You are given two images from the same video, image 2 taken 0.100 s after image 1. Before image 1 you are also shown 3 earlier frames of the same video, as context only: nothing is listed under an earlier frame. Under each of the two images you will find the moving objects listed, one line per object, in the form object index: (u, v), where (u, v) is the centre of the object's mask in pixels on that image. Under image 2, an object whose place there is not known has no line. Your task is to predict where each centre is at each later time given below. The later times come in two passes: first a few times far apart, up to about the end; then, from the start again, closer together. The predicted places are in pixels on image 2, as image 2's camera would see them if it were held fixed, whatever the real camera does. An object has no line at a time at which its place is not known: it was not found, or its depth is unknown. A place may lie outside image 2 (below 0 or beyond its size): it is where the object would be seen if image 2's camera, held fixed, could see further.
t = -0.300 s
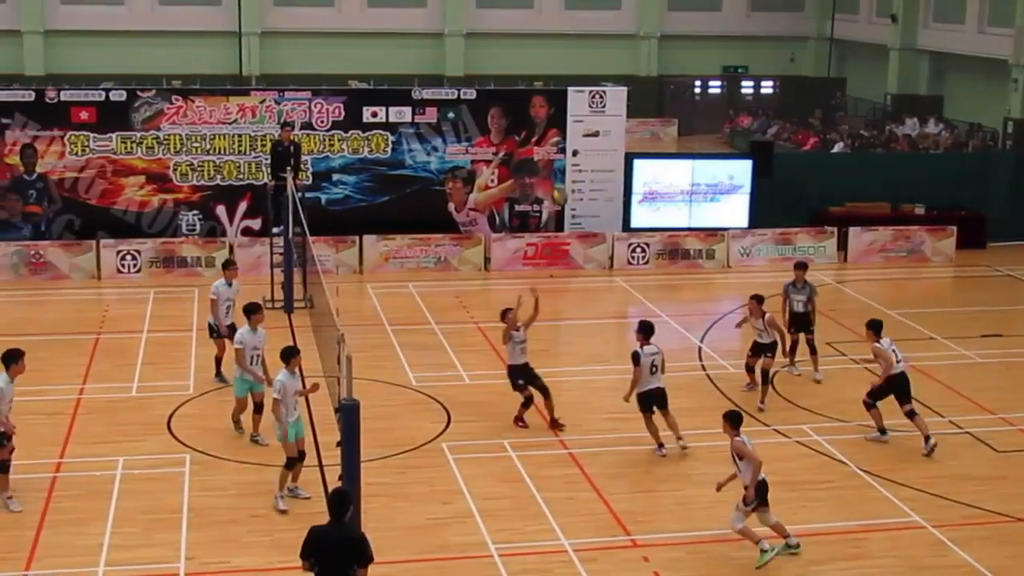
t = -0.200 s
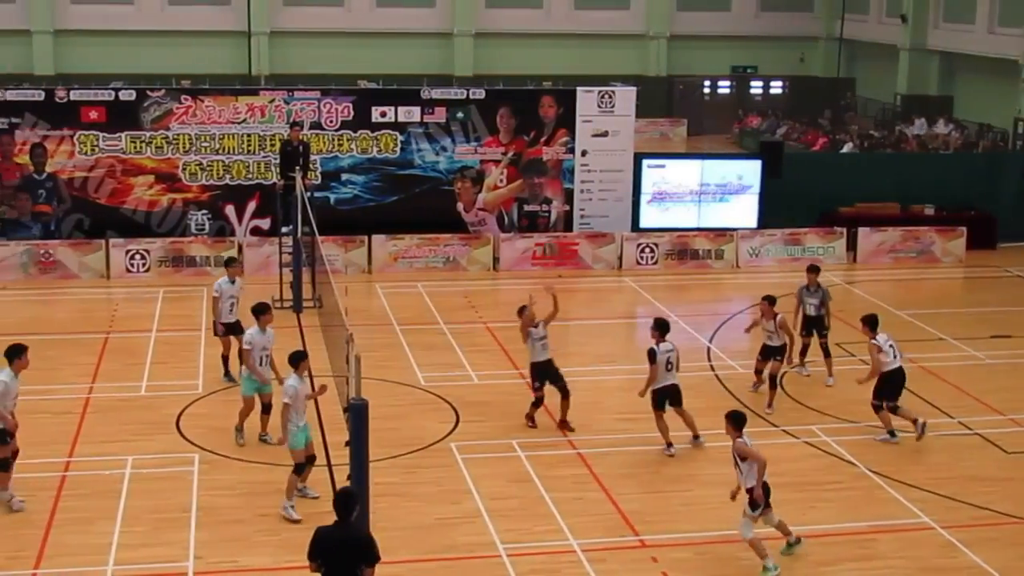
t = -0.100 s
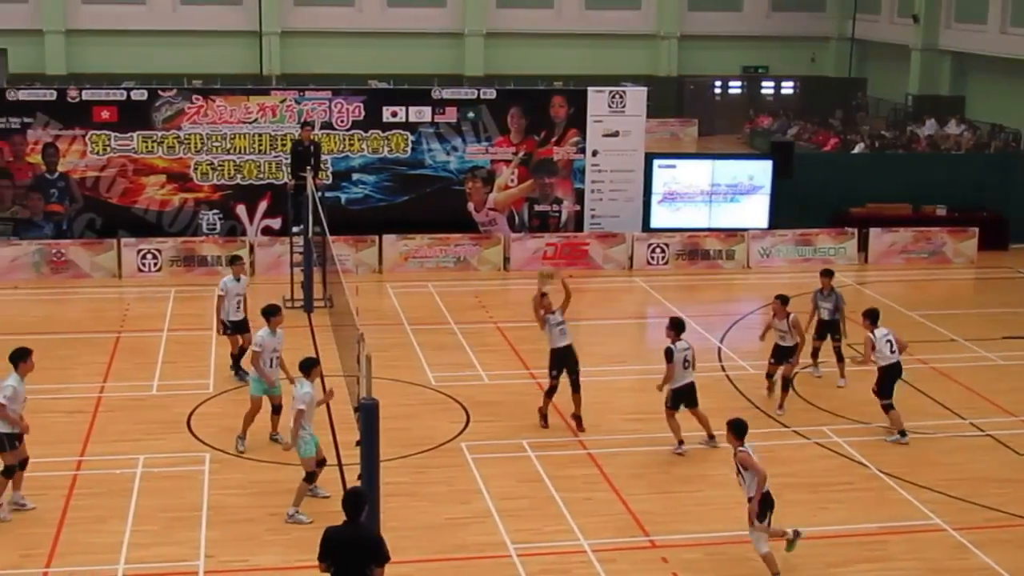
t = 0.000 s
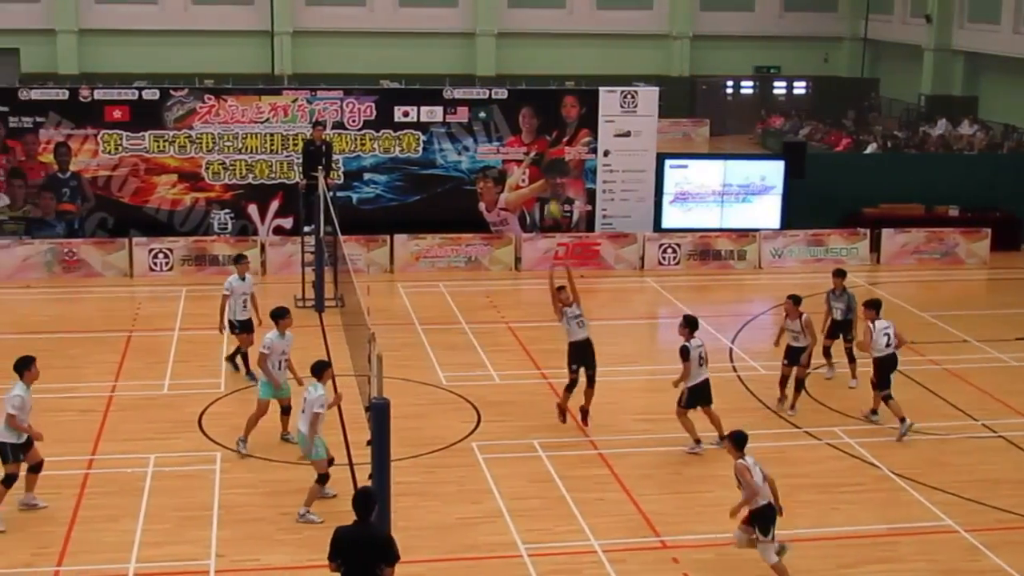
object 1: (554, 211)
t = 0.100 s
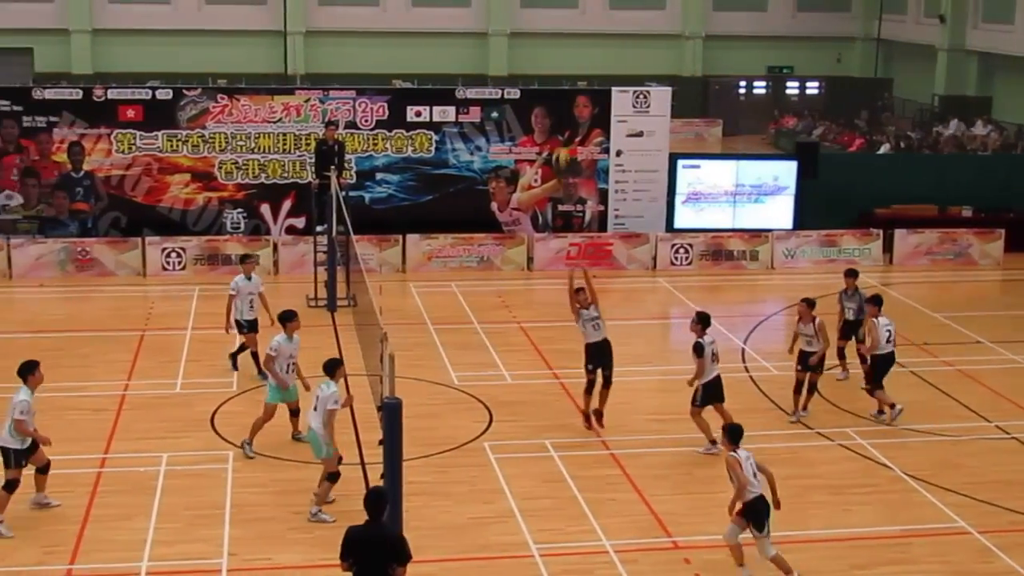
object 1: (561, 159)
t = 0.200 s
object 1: (558, 112)
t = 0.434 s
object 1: (551, 33)
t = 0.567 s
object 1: (546, 9)
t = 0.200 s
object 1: (558, 112)
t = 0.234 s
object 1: (557, 99)
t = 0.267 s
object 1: (555, 86)
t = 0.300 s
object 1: (556, 76)
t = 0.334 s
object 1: (554, 62)
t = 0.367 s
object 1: (554, 51)
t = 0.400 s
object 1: (553, 42)
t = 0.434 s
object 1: (551, 33)
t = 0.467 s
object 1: (550, 26)
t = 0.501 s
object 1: (549, 19)
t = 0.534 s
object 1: (547, 14)
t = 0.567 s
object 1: (546, 9)
